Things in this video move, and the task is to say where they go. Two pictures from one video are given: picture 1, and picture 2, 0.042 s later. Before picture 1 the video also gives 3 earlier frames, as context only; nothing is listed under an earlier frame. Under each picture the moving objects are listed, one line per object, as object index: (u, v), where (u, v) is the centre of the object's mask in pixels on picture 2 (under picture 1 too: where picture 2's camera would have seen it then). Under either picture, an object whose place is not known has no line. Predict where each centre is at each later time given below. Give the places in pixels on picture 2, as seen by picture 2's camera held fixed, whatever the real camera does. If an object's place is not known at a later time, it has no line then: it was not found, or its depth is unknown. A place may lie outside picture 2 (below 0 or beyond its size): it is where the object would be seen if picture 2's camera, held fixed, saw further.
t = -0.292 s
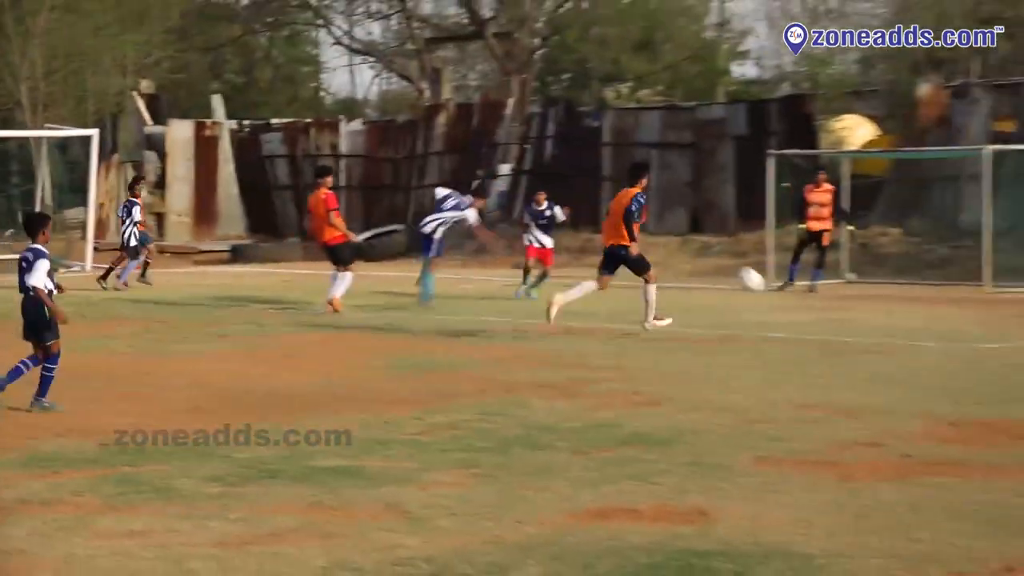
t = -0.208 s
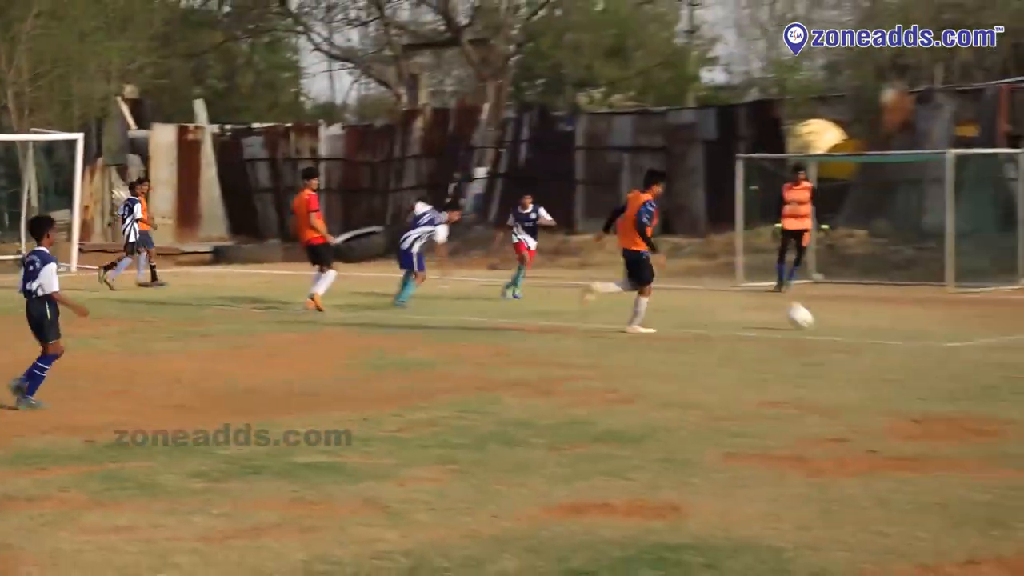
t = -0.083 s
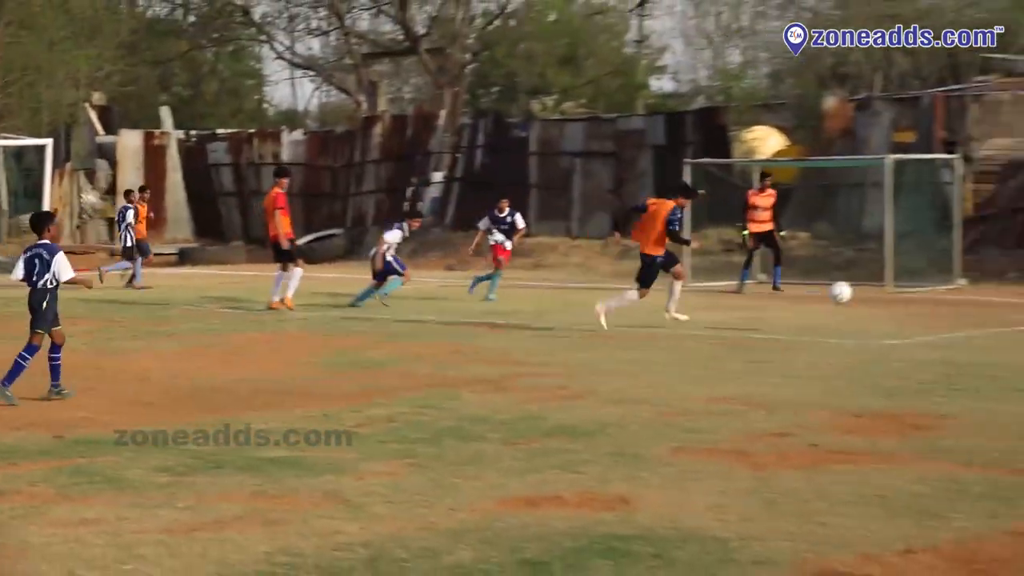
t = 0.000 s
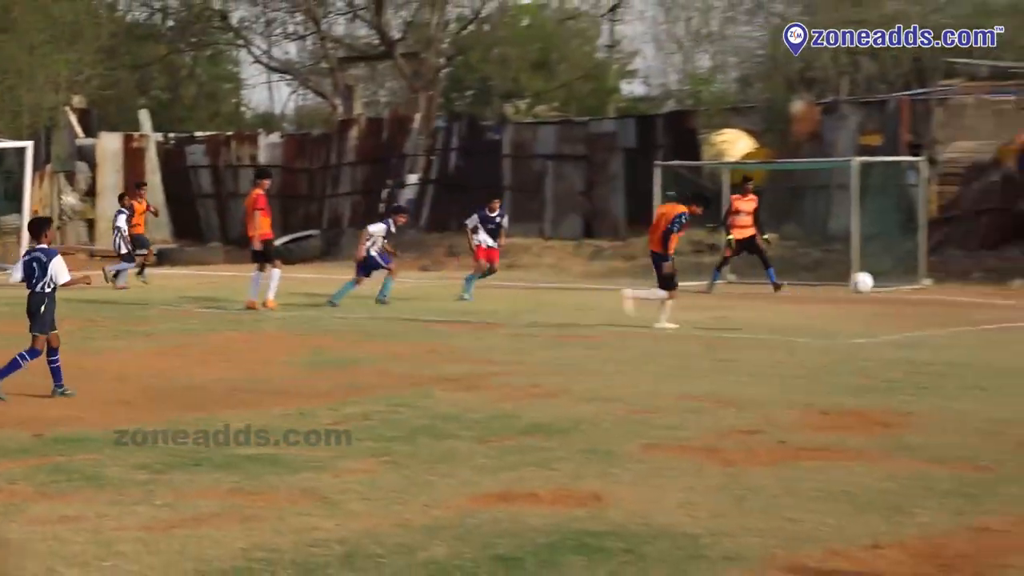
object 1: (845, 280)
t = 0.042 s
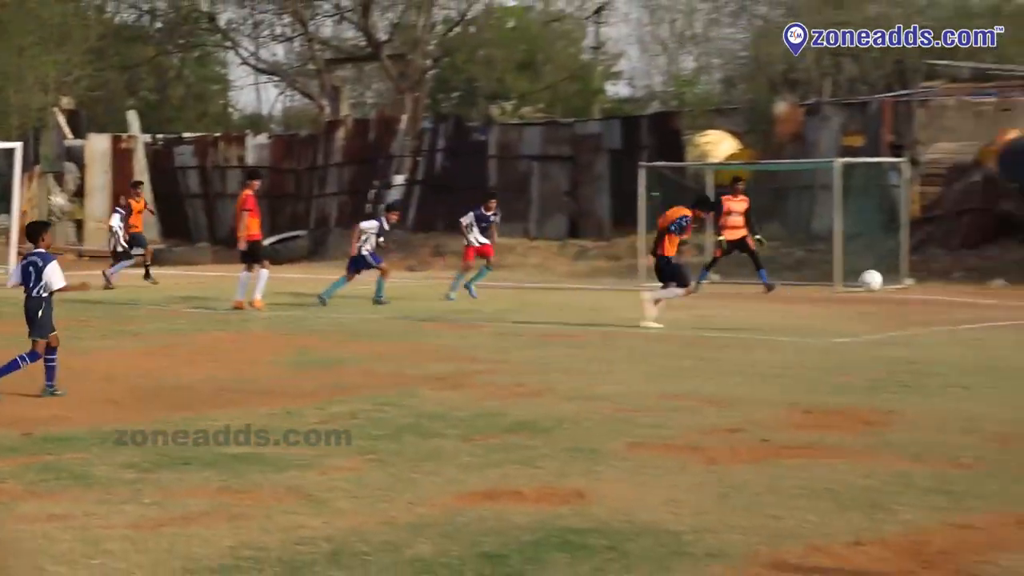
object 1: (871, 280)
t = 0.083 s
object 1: (895, 281)
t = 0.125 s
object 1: (921, 284)
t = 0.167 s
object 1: (948, 286)
